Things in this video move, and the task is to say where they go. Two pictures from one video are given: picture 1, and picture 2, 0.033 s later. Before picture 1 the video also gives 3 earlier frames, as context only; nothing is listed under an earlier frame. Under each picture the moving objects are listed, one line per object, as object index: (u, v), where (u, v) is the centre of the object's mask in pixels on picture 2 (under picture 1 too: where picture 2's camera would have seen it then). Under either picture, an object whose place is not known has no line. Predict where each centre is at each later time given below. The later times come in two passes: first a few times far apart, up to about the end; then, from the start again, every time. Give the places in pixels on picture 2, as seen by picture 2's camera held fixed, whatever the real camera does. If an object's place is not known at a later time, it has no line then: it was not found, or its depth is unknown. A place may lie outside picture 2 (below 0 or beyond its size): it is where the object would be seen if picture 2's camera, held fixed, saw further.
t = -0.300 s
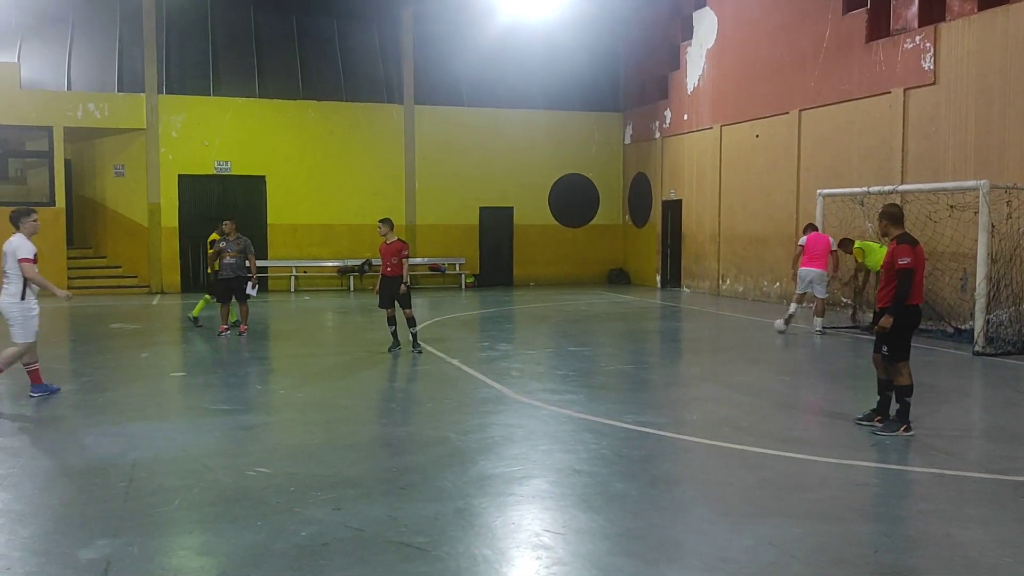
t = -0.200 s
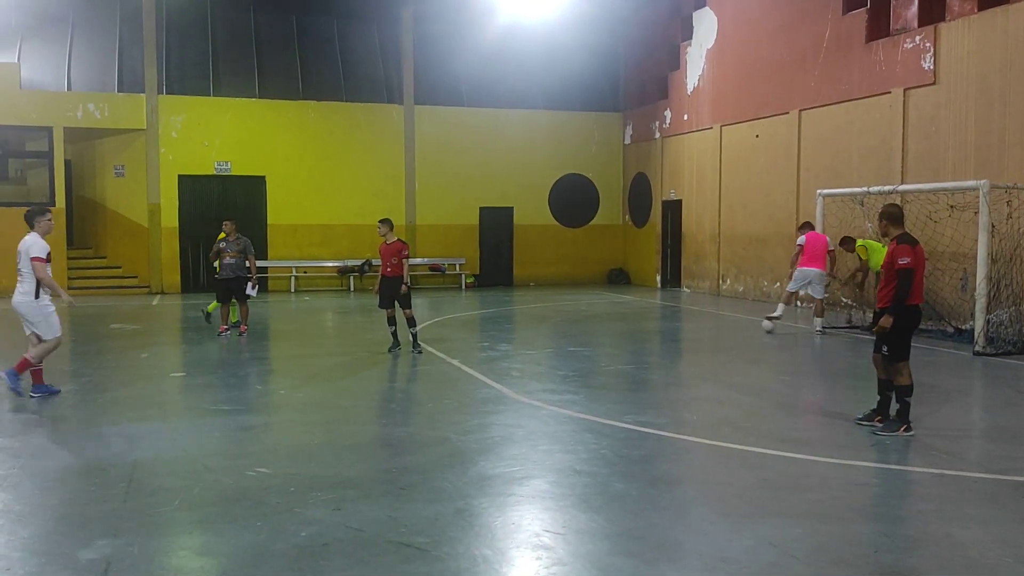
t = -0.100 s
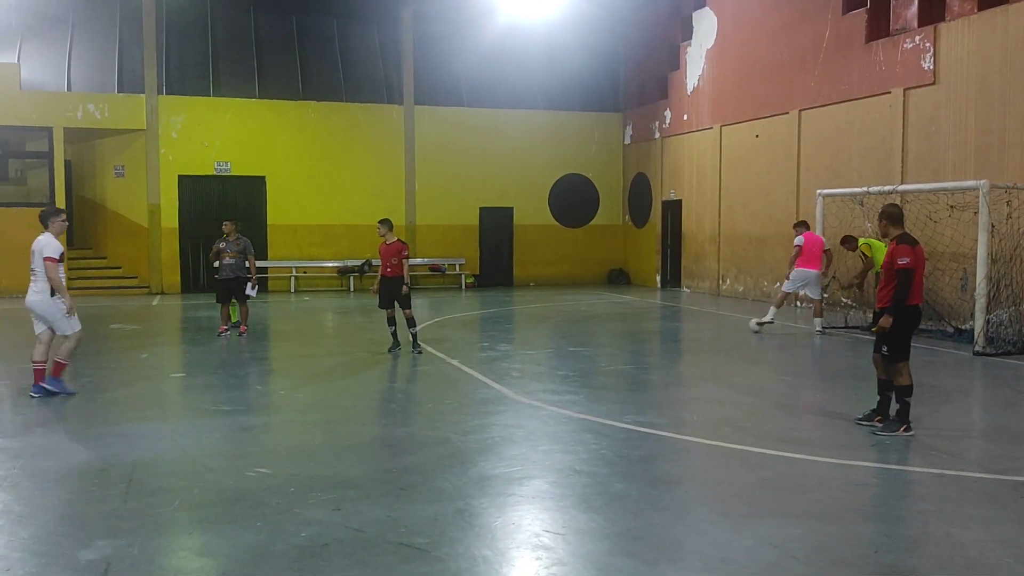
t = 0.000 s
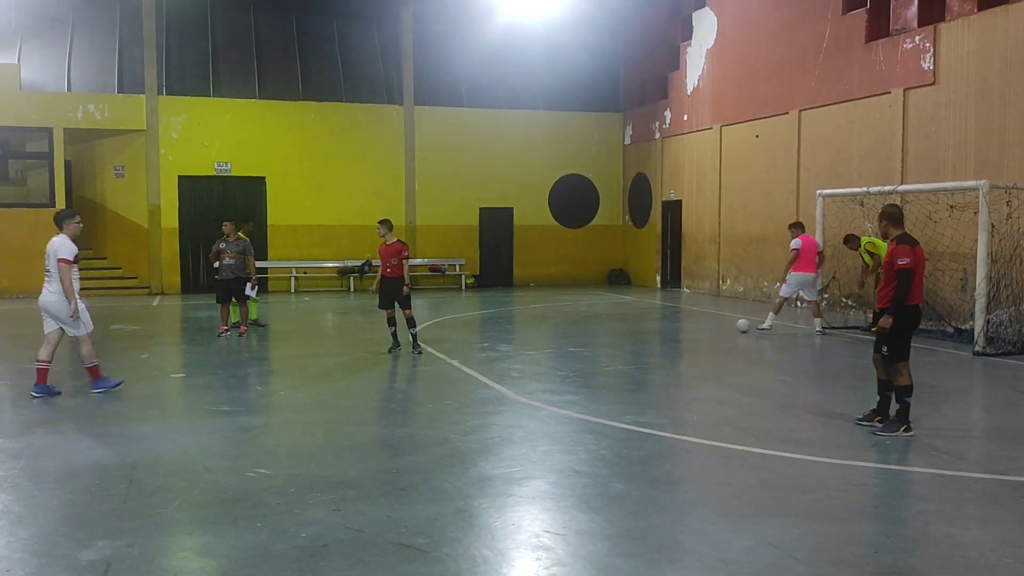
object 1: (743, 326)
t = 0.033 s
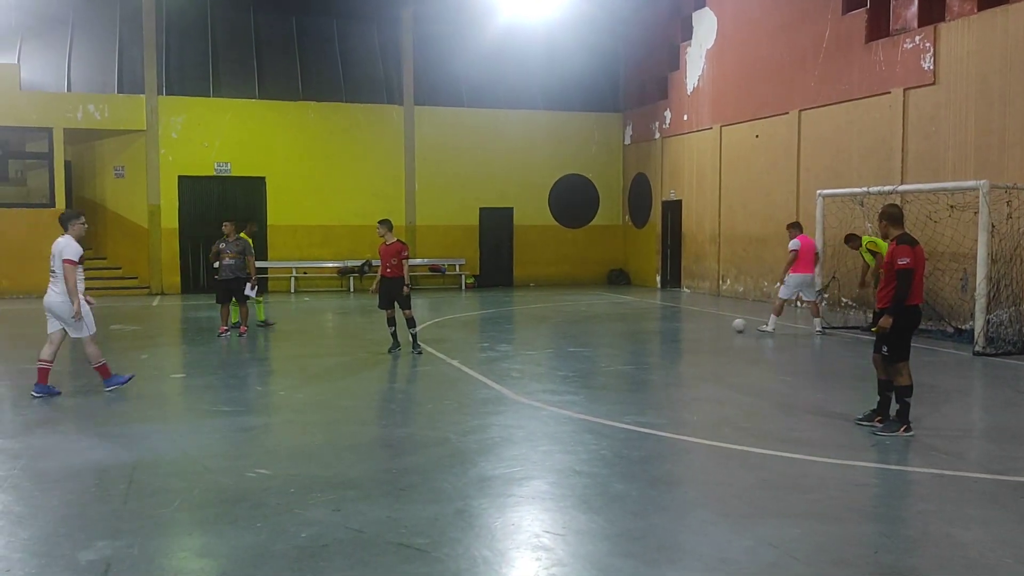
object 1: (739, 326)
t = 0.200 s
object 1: (719, 325)
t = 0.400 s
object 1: (695, 325)
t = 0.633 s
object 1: (667, 326)
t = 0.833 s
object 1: (644, 326)
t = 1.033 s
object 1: (622, 325)
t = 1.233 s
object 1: (600, 325)
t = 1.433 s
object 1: (579, 326)
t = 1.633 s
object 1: (558, 325)
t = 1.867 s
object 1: (534, 325)
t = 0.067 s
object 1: (735, 325)
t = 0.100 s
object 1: (731, 326)
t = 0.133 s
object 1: (727, 326)
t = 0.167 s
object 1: (723, 326)
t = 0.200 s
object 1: (719, 325)
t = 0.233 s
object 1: (714, 326)
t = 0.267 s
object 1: (711, 325)
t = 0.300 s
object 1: (707, 325)
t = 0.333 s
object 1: (702, 326)
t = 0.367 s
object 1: (698, 326)
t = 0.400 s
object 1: (695, 325)
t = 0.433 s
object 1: (691, 326)
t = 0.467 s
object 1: (687, 326)
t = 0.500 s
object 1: (683, 326)
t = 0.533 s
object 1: (679, 326)
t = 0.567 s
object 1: (675, 326)
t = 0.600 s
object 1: (671, 326)
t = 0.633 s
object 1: (667, 326)
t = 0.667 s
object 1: (663, 326)
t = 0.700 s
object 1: (660, 326)
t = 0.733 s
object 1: (656, 326)
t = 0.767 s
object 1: (652, 325)
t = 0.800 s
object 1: (648, 326)
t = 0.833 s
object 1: (644, 326)
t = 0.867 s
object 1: (641, 325)
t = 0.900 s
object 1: (637, 325)
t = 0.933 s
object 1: (633, 325)
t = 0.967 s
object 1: (629, 325)
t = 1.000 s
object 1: (625, 325)
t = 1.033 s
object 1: (622, 325)
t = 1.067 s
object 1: (618, 325)
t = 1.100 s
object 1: (615, 325)
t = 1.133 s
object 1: (611, 325)
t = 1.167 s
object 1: (607, 325)
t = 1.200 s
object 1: (604, 325)
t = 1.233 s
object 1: (600, 325)
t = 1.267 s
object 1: (597, 326)
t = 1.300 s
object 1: (593, 325)
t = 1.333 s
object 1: (590, 325)
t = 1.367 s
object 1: (586, 325)
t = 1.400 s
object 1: (582, 325)
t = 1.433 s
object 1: (579, 326)
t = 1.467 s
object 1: (575, 325)
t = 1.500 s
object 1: (572, 325)
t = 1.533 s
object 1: (569, 325)
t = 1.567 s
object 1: (565, 325)
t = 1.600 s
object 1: (561, 325)
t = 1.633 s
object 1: (558, 325)
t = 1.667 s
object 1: (555, 325)
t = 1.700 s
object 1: (551, 325)
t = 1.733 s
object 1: (548, 325)
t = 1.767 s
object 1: (544, 325)
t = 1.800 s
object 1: (541, 325)
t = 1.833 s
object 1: (537, 325)
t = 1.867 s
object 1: (534, 325)
